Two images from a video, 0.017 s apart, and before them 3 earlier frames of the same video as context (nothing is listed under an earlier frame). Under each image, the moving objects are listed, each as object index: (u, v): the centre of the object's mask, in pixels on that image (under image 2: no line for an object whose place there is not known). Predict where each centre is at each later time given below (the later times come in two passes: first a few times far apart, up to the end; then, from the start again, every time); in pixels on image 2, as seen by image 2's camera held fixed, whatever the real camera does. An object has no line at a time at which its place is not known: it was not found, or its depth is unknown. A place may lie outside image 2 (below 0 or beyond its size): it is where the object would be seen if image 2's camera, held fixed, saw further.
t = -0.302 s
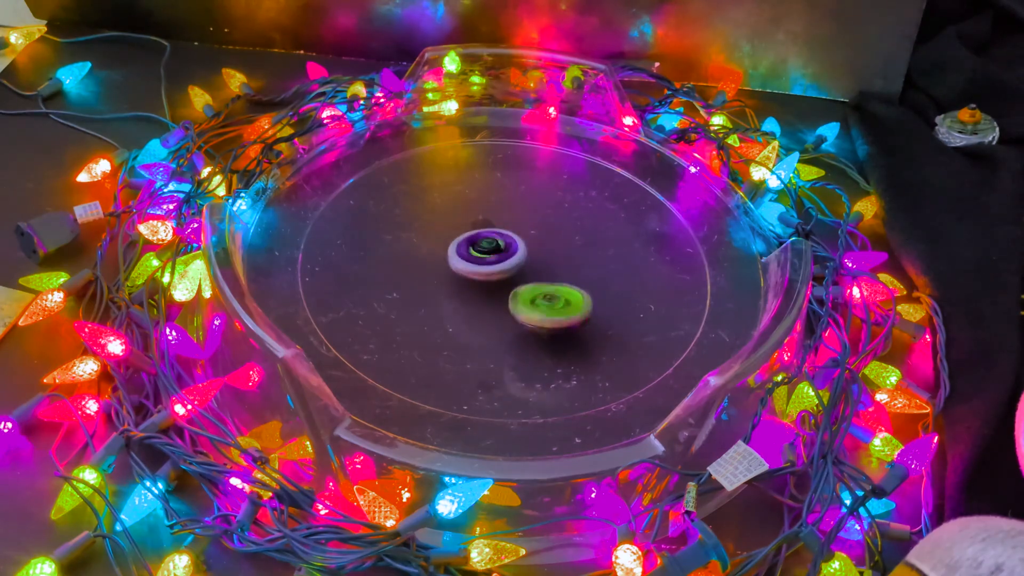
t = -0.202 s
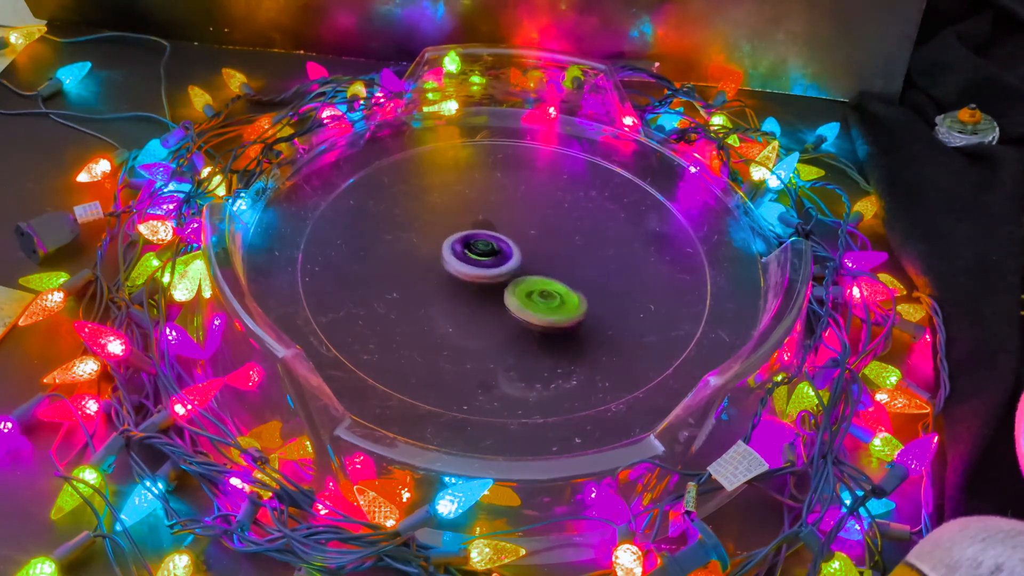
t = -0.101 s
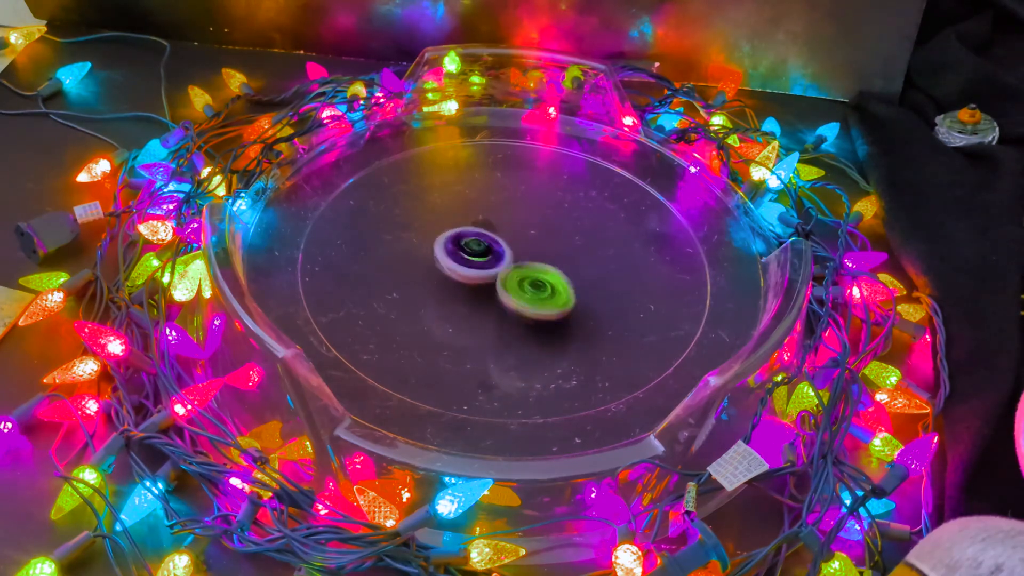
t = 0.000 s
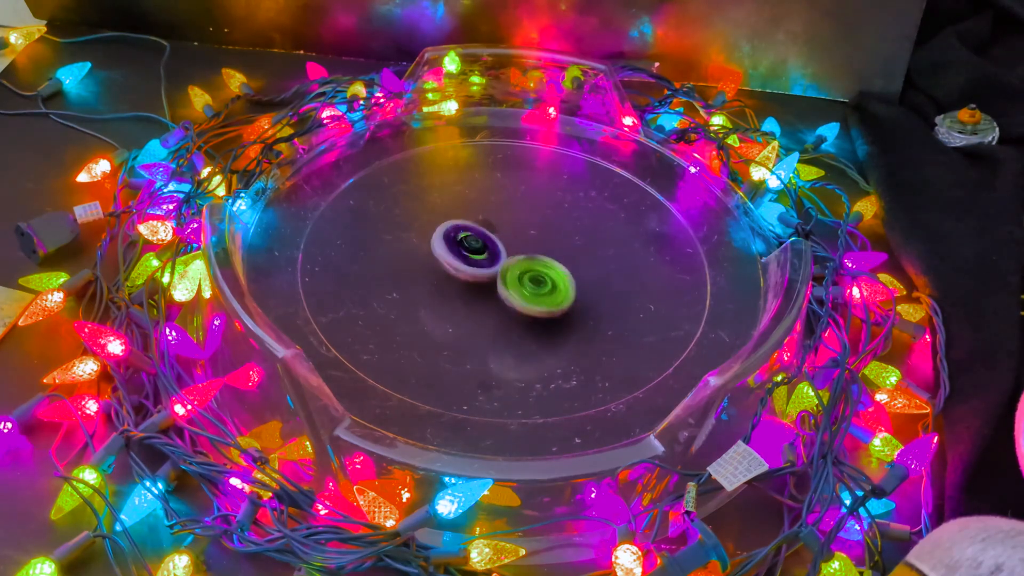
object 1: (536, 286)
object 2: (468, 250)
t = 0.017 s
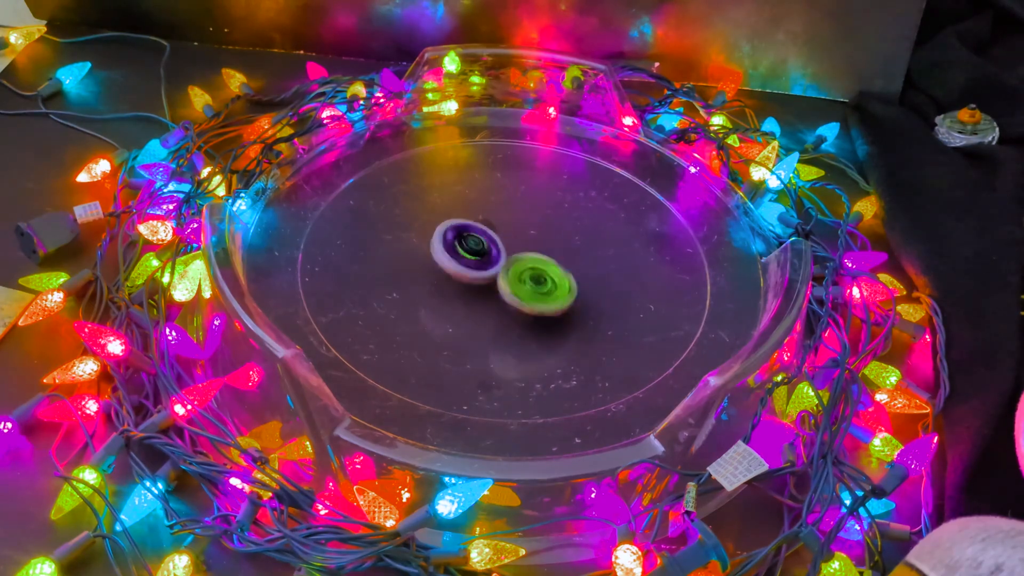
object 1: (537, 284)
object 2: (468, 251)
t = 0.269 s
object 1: (561, 262)
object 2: (475, 247)
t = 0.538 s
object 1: (575, 256)
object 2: (487, 263)
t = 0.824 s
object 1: (548, 253)
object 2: (468, 271)
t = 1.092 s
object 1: (538, 241)
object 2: (462, 261)
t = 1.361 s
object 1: (544, 242)
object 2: (477, 272)
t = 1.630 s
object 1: (528, 264)
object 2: (454, 295)
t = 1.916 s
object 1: (505, 265)
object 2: (457, 311)
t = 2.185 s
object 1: (513, 256)
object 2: (466, 301)
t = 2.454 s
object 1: (535, 265)
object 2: (492, 306)
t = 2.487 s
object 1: (539, 266)
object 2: (491, 304)
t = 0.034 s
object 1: (538, 283)
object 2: (467, 251)
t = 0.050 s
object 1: (538, 281)
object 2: (467, 250)
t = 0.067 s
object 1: (539, 279)
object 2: (466, 249)
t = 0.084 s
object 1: (540, 277)
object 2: (467, 248)
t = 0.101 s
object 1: (541, 276)
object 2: (468, 248)
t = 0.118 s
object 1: (543, 274)
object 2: (469, 247)
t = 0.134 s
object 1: (544, 272)
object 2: (470, 247)
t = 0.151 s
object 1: (545, 270)
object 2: (471, 247)
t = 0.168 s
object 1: (546, 269)
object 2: (472, 247)
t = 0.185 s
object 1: (547, 268)
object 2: (473, 248)
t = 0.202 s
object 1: (549, 267)
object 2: (474, 248)
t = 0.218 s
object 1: (552, 265)
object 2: (475, 248)
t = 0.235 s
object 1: (555, 264)
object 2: (475, 248)
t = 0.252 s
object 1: (559, 263)
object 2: (474, 247)
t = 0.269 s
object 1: (561, 262)
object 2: (475, 247)
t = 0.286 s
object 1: (564, 260)
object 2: (477, 247)
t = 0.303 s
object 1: (566, 259)
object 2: (479, 247)
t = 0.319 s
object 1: (569, 259)
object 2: (482, 249)
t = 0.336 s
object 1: (571, 259)
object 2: (483, 250)
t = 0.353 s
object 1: (573, 259)
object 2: (483, 252)
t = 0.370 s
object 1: (573, 258)
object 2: (483, 253)
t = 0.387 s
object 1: (574, 258)
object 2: (483, 254)
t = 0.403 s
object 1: (575, 258)
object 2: (483, 254)
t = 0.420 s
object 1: (576, 257)
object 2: (484, 254)
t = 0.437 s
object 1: (576, 257)
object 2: (484, 255)
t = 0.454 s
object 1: (577, 257)
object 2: (486, 256)
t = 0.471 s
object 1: (577, 258)
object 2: (486, 257)
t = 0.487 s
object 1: (577, 257)
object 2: (487, 258)
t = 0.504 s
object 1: (576, 257)
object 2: (487, 260)
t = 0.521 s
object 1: (575, 257)
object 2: (487, 261)
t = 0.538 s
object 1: (575, 256)
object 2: (487, 263)
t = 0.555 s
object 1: (576, 256)
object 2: (486, 264)
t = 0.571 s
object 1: (575, 257)
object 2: (485, 265)
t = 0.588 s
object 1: (575, 257)
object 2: (484, 266)
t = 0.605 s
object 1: (573, 257)
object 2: (484, 266)
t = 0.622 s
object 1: (572, 257)
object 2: (484, 267)
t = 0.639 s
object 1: (571, 257)
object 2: (484, 267)
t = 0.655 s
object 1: (570, 257)
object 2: (484, 268)
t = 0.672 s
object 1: (569, 256)
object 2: (484, 269)
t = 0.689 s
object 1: (567, 257)
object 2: (482, 271)
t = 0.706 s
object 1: (564, 256)
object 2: (481, 271)
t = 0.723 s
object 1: (561, 256)
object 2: (479, 272)
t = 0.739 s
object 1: (558, 256)
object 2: (478, 272)
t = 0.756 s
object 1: (554, 256)
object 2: (477, 272)
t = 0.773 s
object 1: (552, 255)
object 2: (475, 272)
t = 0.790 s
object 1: (550, 255)
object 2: (474, 272)
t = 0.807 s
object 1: (548, 254)
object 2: (472, 272)
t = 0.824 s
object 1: (548, 253)
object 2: (468, 271)
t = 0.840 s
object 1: (548, 252)
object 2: (463, 271)
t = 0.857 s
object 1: (546, 252)
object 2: (461, 270)
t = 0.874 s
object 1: (545, 251)
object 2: (460, 269)
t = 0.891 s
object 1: (544, 250)
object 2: (459, 268)
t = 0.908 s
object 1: (542, 249)
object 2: (459, 269)
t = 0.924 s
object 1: (541, 248)
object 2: (458, 269)
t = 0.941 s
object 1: (541, 247)
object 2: (459, 269)
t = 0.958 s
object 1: (541, 246)
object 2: (458, 268)
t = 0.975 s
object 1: (542, 246)
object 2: (458, 267)
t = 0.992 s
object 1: (541, 245)
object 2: (457, 267)
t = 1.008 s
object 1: (539, 245)
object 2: (458, 266)
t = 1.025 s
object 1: (538, 243)
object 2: (457, 265)
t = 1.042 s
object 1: (537, 242)
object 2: (458, 264)
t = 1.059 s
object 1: (537, 241)
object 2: (458, 263)
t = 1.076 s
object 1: (537, 241)
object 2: (460, 262)
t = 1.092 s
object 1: (538, 241)
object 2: (462, 261)
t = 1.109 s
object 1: (538, 241)
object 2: (464, 262)
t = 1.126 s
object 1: (539, 241)
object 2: (465, 262)
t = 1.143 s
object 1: (540, 241)
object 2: (466, 263)
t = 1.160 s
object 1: (541, 241)
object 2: (466, 263)
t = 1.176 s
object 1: (542, 241)
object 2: (466, 263)
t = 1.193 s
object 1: (542, 241)
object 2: (467, 262)
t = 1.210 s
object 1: (542, 241)
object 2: (467, 262)
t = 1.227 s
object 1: (542, 241)
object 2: (468, 262)
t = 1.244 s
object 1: (543, 241)
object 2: (470, 262)
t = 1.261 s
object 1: (543, 240)
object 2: (471, 263)
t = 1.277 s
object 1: (544, 240)
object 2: (473, 264)
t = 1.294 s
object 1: (545, 240)
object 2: (475, 265)
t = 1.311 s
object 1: (545, 241)
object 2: (476, 267)
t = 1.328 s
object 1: (545, 241)
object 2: (477, 268)
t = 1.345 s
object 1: (545, 242)
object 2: (477, 270)
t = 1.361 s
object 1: (544, 242)
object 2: (477, 272)
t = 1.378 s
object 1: (544, 243)
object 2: (477, 273)
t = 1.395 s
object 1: (545, 244)
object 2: (477, 274)
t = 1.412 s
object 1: (545, 245)
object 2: (477, 275)
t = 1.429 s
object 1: (545, 246)
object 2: (477, 276)
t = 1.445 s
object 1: (543, 247)
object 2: (476, 276)
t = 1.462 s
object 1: (543, 248)
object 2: (474, 277)
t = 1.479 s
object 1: (542, 250)
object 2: (470, 277)
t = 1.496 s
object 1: (541, 252)
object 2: (464, 277)
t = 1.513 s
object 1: (542, 253)
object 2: (460, 279)
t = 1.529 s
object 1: (541, 255)
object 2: (456, 281)
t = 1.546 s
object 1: (540, 257)
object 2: (454, 282)
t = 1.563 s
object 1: (537, 259)
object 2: (453, 285)
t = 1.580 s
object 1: (534, 260)
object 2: (452, 288)
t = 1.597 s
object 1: (532, 261)
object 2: (452, 290)
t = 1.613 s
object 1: (530, 262)
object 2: (453, 292)
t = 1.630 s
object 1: (528, 264)
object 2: (454, 295)
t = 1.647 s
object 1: (526, 265)
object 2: (455, 297)
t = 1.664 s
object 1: (524, 266)
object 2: (456, 299)
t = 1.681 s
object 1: (522, 266)
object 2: (457, 300)
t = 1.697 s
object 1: (521, 267)
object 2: (457, 301)
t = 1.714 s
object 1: (519, 267)
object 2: (457, 301)
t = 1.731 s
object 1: (516, 268)
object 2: (456, 304)
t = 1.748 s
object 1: (515, 268)
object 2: (455, 306)
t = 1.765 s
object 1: (514, 269)
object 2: (454, 308)
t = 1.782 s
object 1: (513, 270)
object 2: (454, 309)
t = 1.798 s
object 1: (512, 269)
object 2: (455, 310)
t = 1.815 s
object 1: (511, 269)
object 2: (456, 310)
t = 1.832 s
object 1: (510, 269)
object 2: (456, 311)
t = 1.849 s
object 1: (510, 268)
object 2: (457, 311)
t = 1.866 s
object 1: (509, 268)
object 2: (457, 311)
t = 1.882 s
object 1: (507, 266)
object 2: (457, 311)
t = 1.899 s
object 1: (507, 266)
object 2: (457, 311)
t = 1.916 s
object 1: (505, 265)
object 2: (457, 311)
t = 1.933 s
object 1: (504, 264)
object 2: (456, 311)
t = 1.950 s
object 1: (504, 264)
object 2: (456, 311)
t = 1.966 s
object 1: (504, 264)
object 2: (457, 311)
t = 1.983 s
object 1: (504, 263)
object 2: (457, 311)
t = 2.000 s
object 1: (505, 263)
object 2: (457, 311)
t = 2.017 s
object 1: (505, 262)
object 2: (457, 311)
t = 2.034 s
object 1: (506, 261)
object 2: (457, 310)
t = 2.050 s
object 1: (506, 260)
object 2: (457, 309)
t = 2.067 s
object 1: (506, 259)
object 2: (458, 309)
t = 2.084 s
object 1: (507, 259)
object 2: (458, 308)
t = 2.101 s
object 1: (508, 259)
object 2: (459, 307)
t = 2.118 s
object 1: (509, 258)
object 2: (459, 306)
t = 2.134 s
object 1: (510, 257)
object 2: (461, 305)
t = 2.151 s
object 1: (511, 257)
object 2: (462, 303)
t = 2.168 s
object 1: (512, 256)
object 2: (464, 302)
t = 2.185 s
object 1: (513, 256)
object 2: (466, 301)
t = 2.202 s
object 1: (515, 256)
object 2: (469, 299)
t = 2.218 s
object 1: (517, 257)
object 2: (472, 302)
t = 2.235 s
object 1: (520, 257)
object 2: (475, 299)
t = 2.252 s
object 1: (521, 258)
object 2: (477, 300)
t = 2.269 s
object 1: (522, 258)
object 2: (479, 303)
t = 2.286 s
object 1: (523, 259)
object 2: (482, 303)
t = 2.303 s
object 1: (525, 258)
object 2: (484, 304)
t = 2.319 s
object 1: (528, 257)
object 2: (487, 305)
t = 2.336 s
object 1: (530, 258)
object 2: (490, 306)
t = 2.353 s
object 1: (532, 259)
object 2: (491, 306)
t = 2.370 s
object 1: (534, 260)
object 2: (492, 307)
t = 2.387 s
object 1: (534, 261)
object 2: (492, 307)
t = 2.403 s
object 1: (534, 263)
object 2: (492, 307)
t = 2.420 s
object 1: (533, 264)
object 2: (492, 307)
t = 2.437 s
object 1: (534, 264)
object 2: (492, 307)
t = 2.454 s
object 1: (535, 265)
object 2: (492, 306)
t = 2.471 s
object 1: (536, 266)
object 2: (492, 305)
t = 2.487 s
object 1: (539, 266)
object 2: (491, 304)
